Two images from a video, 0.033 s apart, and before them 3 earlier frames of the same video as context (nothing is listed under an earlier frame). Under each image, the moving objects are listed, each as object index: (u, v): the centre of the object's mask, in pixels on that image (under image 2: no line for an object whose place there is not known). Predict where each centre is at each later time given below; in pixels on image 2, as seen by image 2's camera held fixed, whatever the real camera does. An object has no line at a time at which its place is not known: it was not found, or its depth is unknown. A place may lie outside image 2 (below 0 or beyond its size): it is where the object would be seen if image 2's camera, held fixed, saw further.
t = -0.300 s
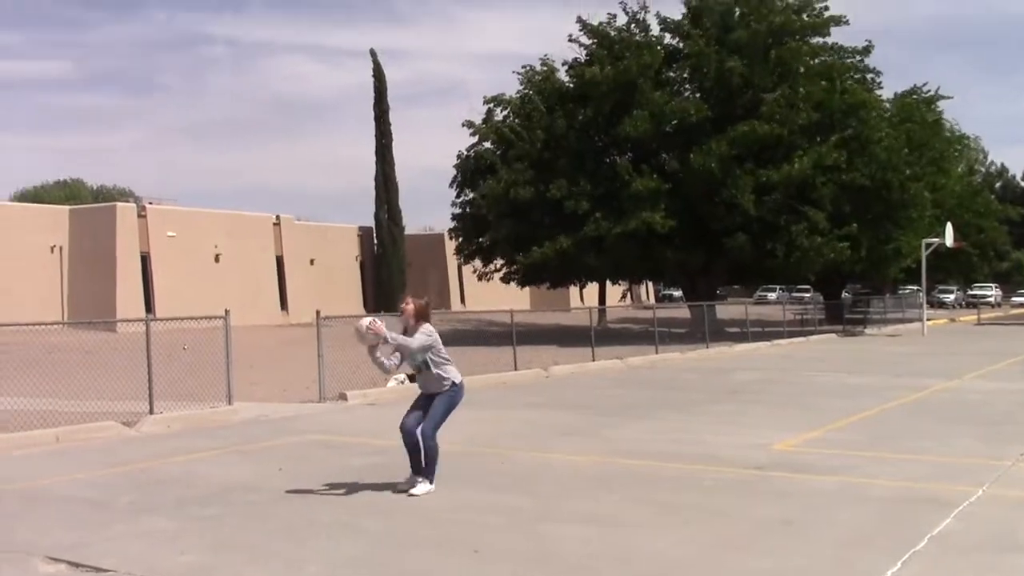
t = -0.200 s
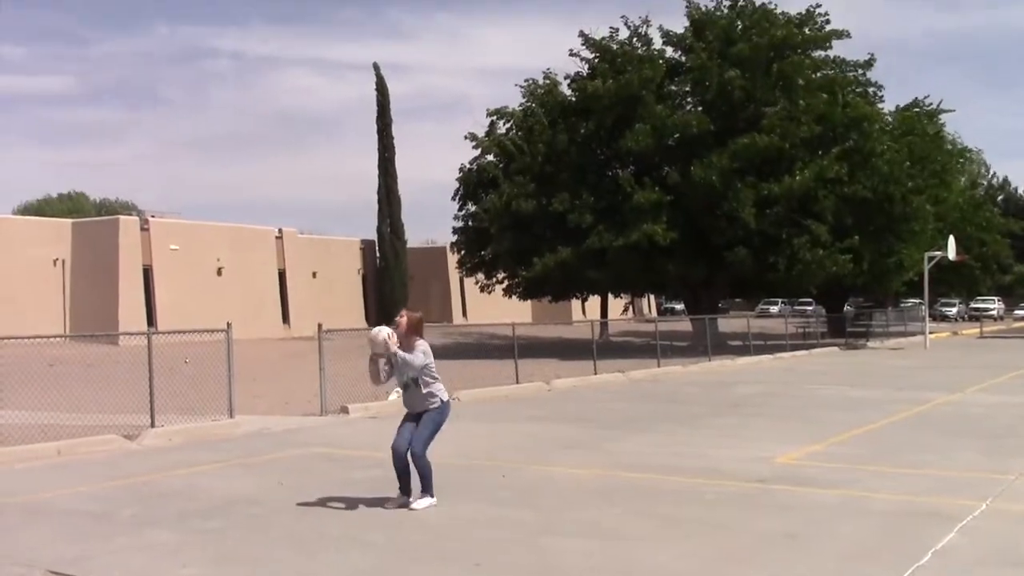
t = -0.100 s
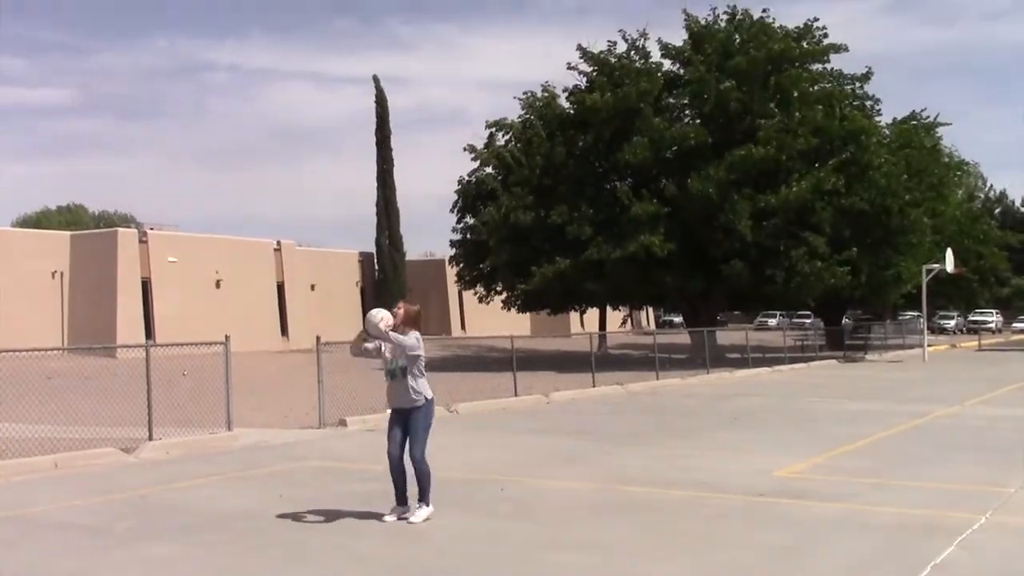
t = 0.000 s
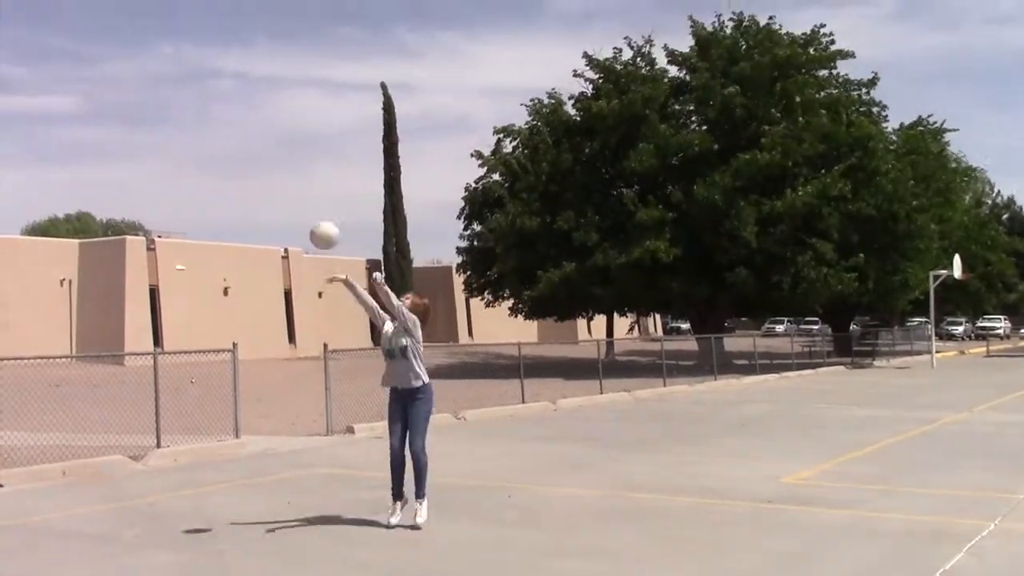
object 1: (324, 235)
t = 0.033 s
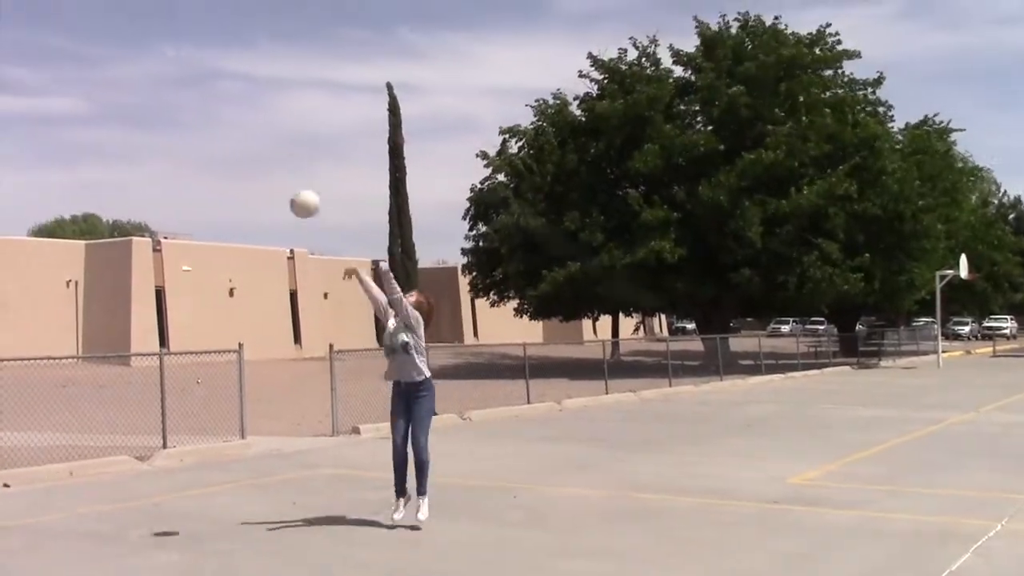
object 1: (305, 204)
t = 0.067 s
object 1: (279, 171)
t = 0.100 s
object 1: (252, 140)
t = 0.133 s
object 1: (225, 111)
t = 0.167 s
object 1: (192, 78)
